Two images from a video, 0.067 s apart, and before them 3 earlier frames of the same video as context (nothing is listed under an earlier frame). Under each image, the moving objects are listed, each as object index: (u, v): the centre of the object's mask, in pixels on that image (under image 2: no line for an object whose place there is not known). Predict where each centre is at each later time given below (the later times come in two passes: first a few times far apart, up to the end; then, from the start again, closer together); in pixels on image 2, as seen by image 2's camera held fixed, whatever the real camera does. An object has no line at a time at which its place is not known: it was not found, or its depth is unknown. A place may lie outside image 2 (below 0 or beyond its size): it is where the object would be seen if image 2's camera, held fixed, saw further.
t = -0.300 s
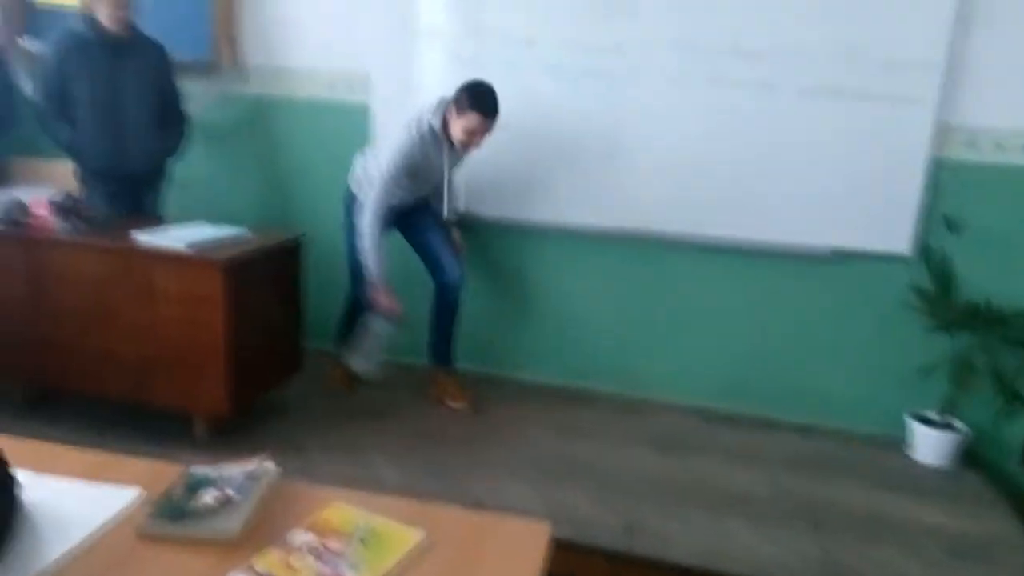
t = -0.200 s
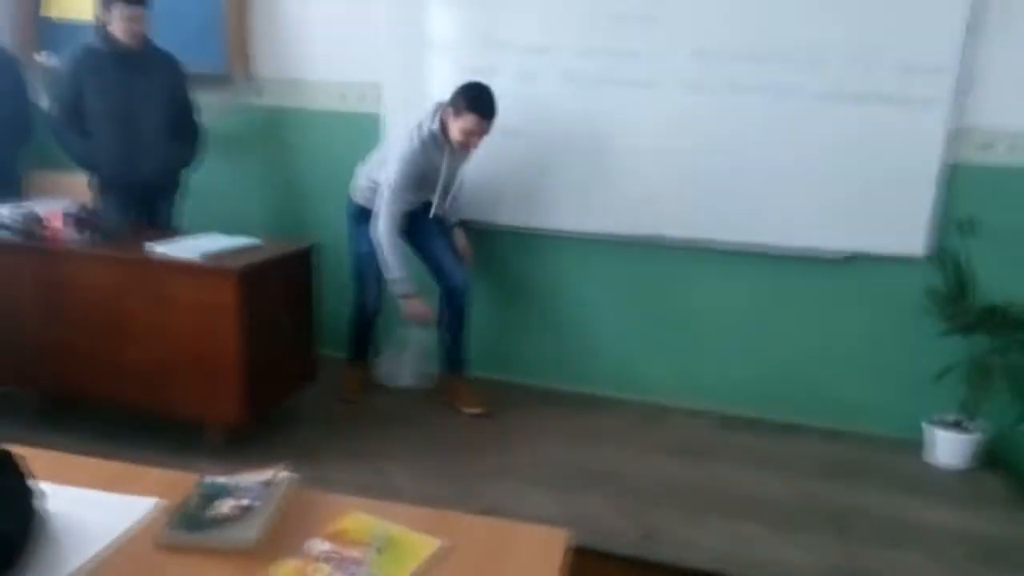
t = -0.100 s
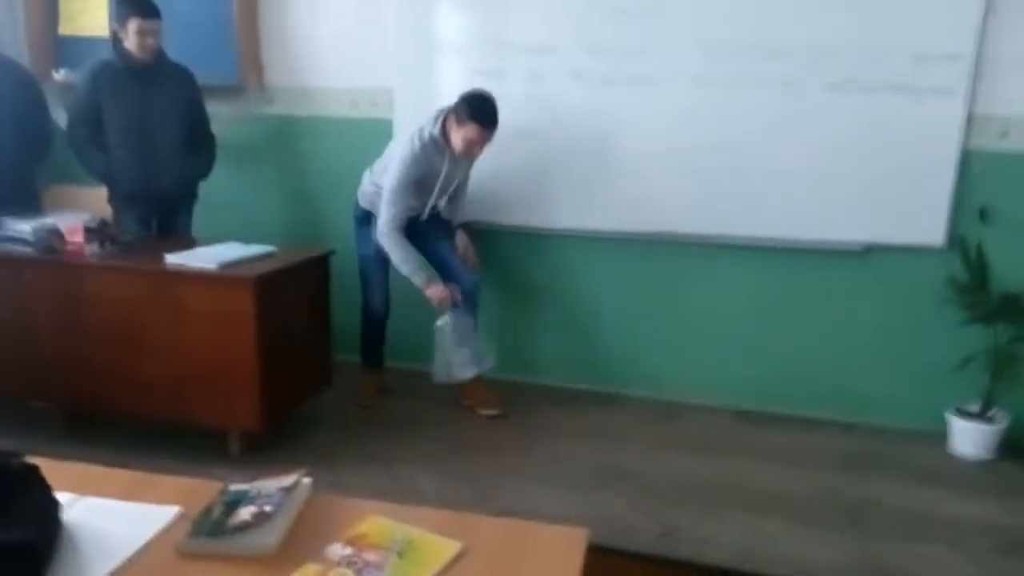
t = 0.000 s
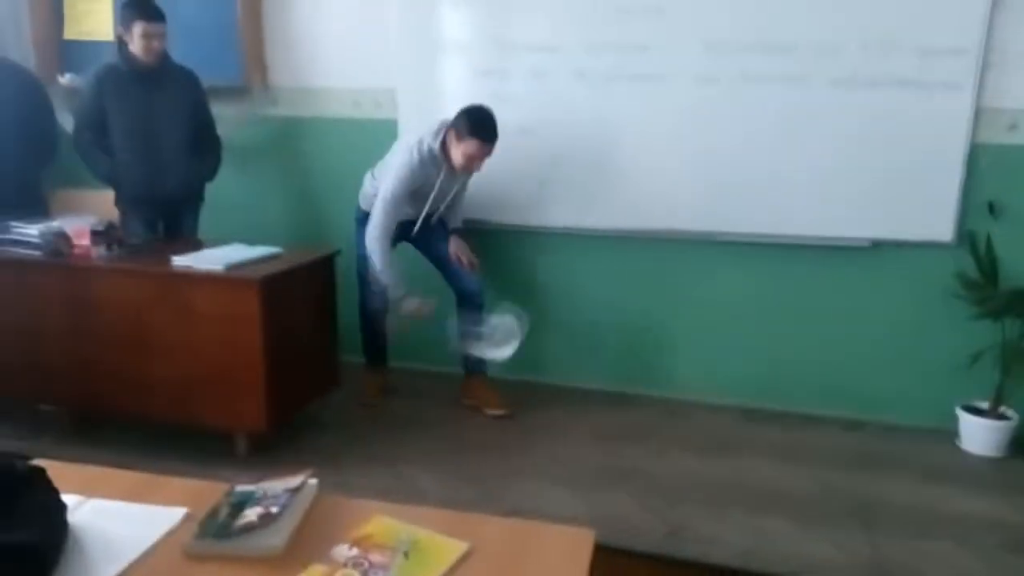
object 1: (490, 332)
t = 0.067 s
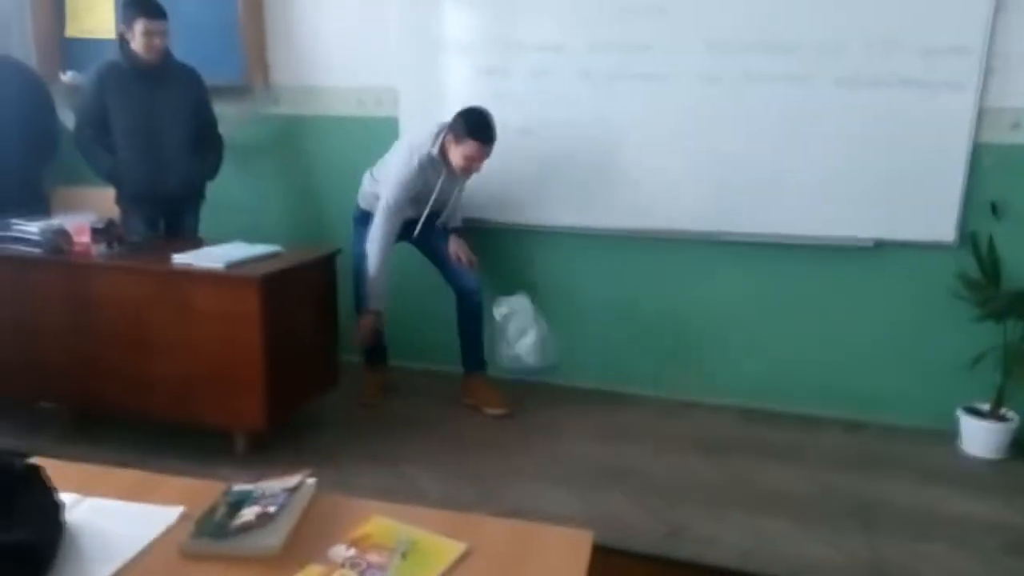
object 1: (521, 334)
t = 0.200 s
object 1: (563, 336)
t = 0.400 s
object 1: (614, 432)
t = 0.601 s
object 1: (643, 447)
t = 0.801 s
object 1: (653, 450)
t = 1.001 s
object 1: (653, 451)
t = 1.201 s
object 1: (652, 451)
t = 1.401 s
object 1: (652, 452)
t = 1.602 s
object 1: (652, 451)
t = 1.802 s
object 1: (653, 451)
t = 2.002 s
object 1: (648, 438)
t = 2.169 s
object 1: (661, 454)
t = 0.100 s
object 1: (536, 330)
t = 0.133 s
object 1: (545, 328)
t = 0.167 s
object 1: (554, 329)
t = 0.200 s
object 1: (563, 336)
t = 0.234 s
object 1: (571, 345)
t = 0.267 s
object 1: (580, 358)
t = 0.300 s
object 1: (588, 373)
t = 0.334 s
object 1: (597, 392)
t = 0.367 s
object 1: (606, 415)
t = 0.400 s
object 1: (614, 432)
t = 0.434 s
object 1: (620, 441)
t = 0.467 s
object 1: (625, 443)
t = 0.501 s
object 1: (630, 444)
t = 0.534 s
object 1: (635, 445)
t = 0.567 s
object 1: (640, 447)
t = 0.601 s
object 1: (643, 447)
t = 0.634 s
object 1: (646, 448)
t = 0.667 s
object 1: (649, 449)
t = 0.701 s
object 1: (651, 449)
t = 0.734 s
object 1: (652, 450)
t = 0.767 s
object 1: (653, 450)
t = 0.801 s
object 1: (653, 450)
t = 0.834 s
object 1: (653, 450)
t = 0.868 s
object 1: (653, 450)
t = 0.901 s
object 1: (653, 450)
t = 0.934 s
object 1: (653, 450)
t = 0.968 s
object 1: (653, 450)
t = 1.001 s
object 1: (653, 451)
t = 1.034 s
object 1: (653, 450)
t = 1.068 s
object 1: (653, 450)
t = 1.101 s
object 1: (653, 451)
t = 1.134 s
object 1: (653, 451)
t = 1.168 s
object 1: (652, 451)
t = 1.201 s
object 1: (652, 451)
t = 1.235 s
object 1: (652, 451)
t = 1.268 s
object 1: (652, 451)
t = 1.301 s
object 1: (653, 452)
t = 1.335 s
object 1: (653, 452)
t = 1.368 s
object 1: (653, 451)
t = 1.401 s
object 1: (652, 452)
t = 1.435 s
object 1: (653, 452)
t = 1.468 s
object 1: (653, 451)
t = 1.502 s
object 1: (653, 451)
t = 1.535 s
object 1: (653, 451)
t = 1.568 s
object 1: (652, 451)
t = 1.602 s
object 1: (652, 451)
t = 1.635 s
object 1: (652, 451)
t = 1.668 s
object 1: (653, 451)
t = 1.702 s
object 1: (652, 451)
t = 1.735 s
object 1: (652, 451)
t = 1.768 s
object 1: (652, 451)
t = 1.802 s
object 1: (653, 451)
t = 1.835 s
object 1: (652, 451)
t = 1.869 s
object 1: (652, 451)
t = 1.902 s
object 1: (652, 450)
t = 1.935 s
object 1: (652, 450)
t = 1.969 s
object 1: (652, 443)
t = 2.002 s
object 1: (648, 438)
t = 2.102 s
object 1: (652, 450)
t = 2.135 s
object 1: (656, 452)
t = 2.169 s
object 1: (661, 454)
